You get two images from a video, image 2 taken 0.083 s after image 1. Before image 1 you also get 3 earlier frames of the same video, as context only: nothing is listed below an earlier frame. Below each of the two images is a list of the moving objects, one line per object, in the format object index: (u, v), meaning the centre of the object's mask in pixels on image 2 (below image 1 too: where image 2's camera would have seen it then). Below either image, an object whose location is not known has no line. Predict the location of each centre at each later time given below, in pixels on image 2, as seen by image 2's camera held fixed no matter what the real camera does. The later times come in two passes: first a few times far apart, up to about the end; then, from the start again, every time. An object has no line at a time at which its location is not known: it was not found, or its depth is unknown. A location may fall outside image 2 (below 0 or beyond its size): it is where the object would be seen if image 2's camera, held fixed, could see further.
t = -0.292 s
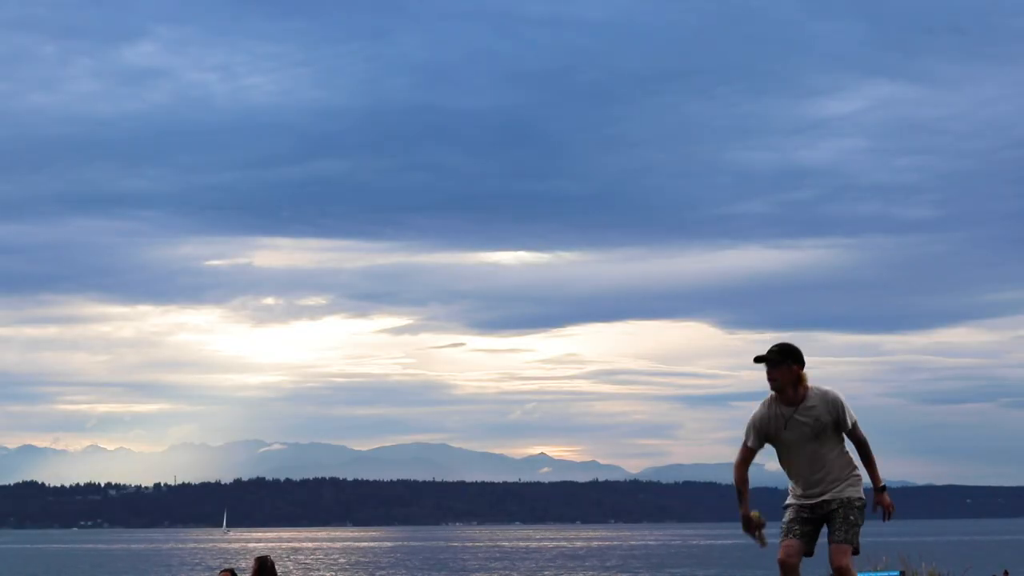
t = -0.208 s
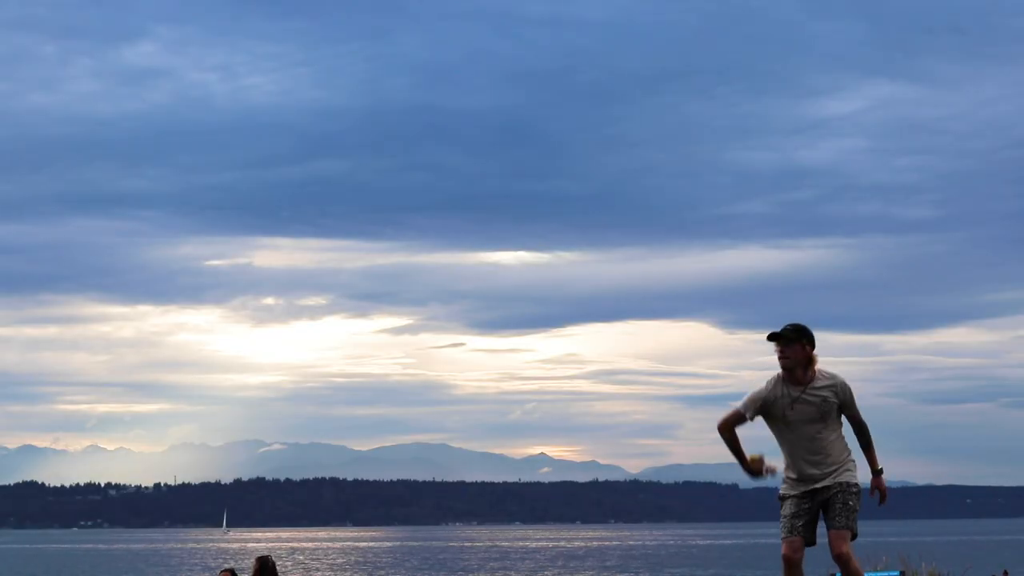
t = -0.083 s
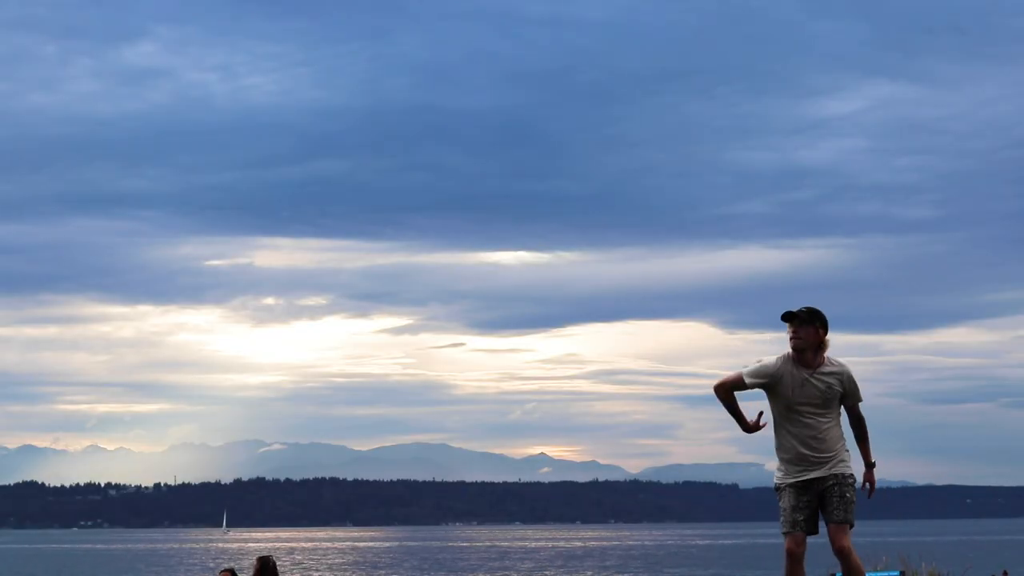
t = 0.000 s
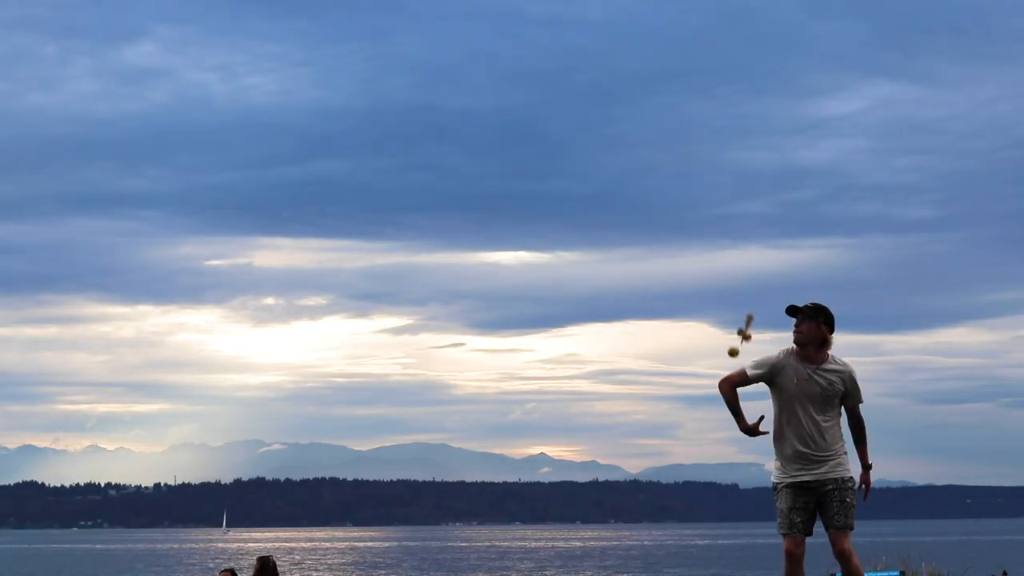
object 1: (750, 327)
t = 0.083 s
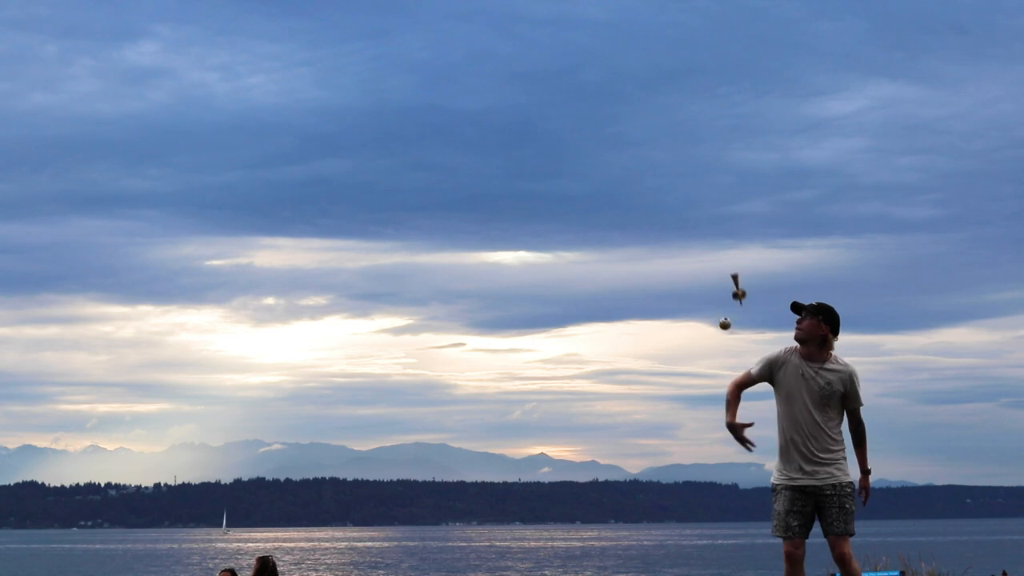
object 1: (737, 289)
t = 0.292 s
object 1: (722, 245)
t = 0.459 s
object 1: (713, 259)
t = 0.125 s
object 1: (732, 276)
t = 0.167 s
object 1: (727, 268)
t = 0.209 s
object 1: (725, 253)
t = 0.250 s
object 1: (722, 248)
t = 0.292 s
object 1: (722, 245)
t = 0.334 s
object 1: (718, 245)
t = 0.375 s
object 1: (716, 249)
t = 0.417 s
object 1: (714, 253)
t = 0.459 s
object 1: (713, 259)
